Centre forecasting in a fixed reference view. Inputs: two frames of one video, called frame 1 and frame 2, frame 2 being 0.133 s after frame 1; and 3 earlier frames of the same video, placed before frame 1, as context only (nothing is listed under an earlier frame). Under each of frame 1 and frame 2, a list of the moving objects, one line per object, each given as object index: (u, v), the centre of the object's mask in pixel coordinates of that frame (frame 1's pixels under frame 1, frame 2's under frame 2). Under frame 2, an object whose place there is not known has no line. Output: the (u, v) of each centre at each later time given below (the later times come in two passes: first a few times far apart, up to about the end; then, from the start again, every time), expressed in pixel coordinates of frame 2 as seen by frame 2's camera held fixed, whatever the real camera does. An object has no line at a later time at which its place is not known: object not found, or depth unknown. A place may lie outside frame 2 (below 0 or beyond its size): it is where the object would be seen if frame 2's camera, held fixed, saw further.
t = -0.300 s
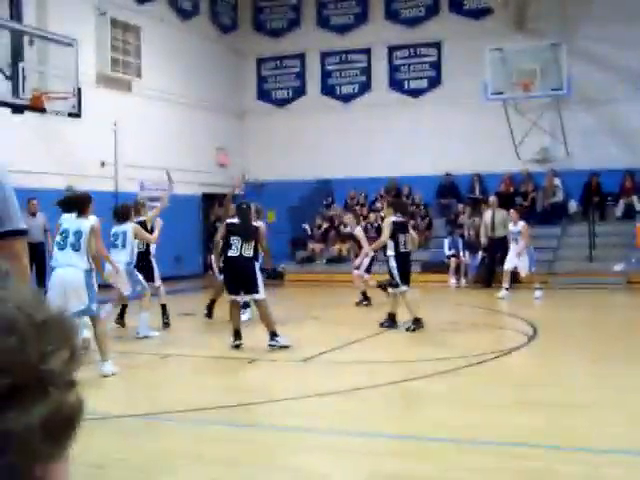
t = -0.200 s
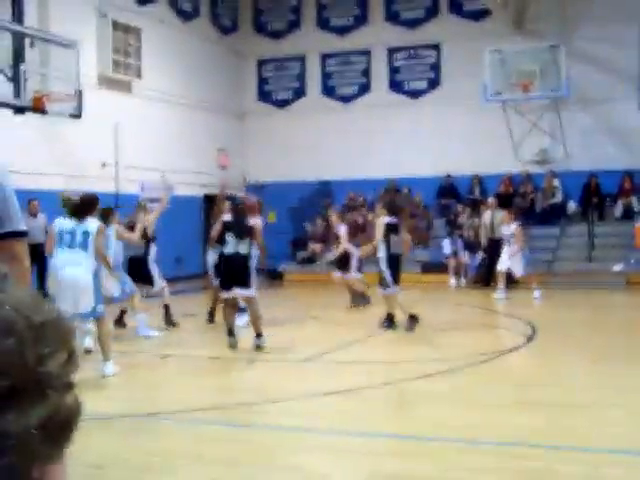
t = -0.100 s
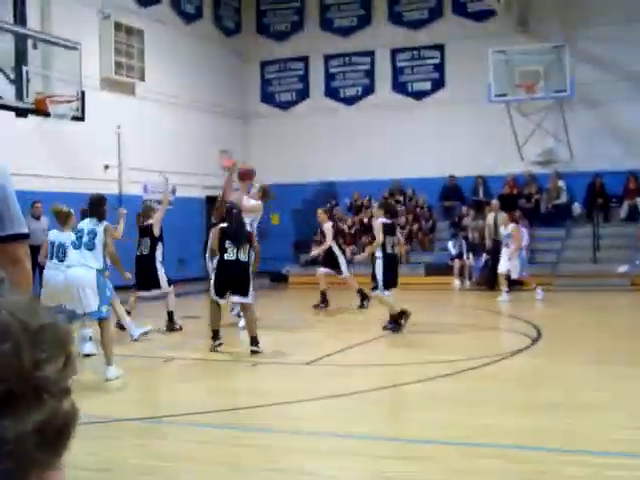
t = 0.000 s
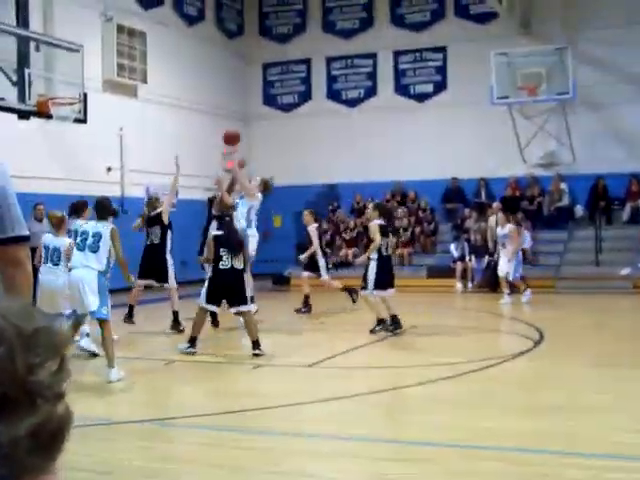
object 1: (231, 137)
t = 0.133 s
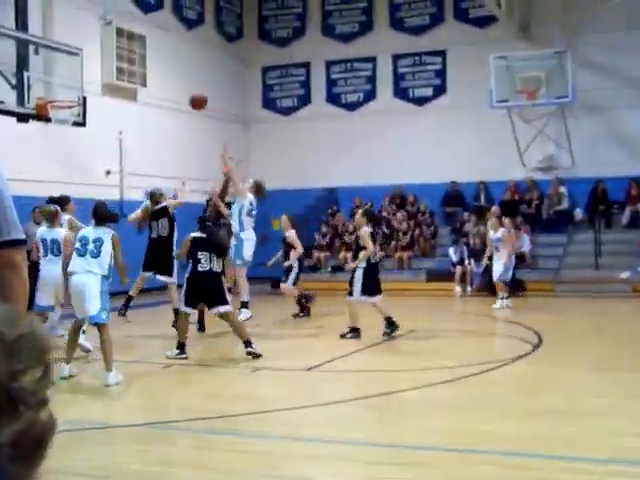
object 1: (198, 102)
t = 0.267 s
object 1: (167, 77)
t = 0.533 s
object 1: (108, 68)
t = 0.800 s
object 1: (59, 93)
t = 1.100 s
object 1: (69, 86)
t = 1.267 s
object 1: (69, 95)
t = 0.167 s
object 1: (190, 94)
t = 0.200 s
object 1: (182, 88)
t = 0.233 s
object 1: (175, 82)
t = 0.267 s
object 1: (167, 77)
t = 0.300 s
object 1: (159, 74)
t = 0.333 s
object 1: (152, 70)
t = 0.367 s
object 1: (144, 67)
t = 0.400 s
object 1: (137, 67)
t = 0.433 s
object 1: (129, 66)
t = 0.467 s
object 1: (122, 66)
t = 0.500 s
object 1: (115, 67)
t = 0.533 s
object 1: (108, 68)
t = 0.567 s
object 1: (101, 71)
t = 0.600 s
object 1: (94, 74)
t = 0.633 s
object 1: (87, 78)
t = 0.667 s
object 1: (80, 83)
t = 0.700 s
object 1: (74, 89)
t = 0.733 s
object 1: (67, 95)
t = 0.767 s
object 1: (62, 96)
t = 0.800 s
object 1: (59, 93)
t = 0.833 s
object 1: (55, 90)
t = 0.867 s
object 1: (55, 87)
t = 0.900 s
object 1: (57, 84)
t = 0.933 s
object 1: (59, 83)
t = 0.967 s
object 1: (61, 81)
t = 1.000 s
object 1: (63, 81)
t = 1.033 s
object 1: (65, 82)
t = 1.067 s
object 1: (67, 84)
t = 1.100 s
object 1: (69, 86)
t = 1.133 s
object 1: (71, 88)
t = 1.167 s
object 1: (73, 93)
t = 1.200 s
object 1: (75, 96)
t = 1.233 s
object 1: (73, 96)
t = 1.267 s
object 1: (69, 95)
